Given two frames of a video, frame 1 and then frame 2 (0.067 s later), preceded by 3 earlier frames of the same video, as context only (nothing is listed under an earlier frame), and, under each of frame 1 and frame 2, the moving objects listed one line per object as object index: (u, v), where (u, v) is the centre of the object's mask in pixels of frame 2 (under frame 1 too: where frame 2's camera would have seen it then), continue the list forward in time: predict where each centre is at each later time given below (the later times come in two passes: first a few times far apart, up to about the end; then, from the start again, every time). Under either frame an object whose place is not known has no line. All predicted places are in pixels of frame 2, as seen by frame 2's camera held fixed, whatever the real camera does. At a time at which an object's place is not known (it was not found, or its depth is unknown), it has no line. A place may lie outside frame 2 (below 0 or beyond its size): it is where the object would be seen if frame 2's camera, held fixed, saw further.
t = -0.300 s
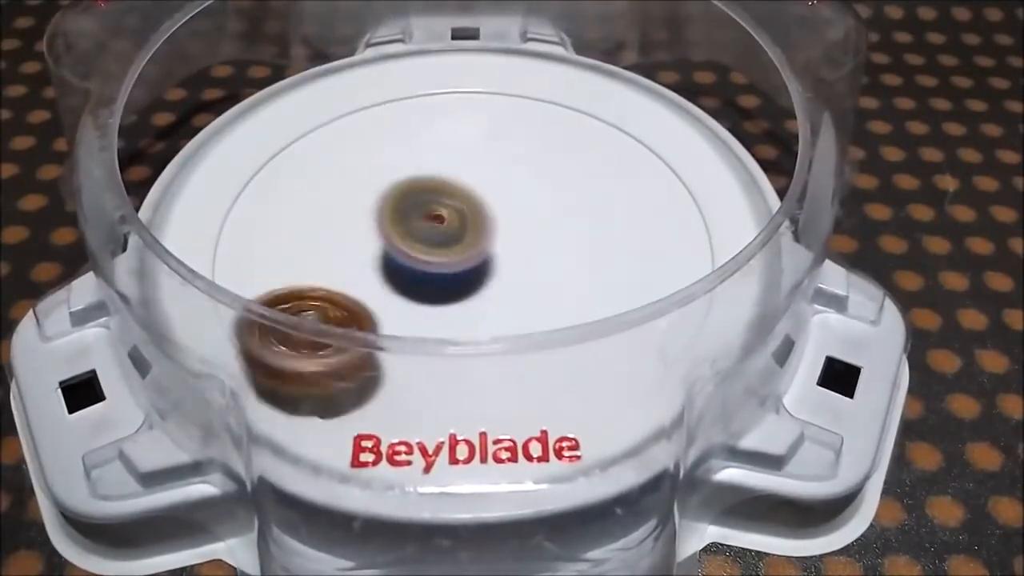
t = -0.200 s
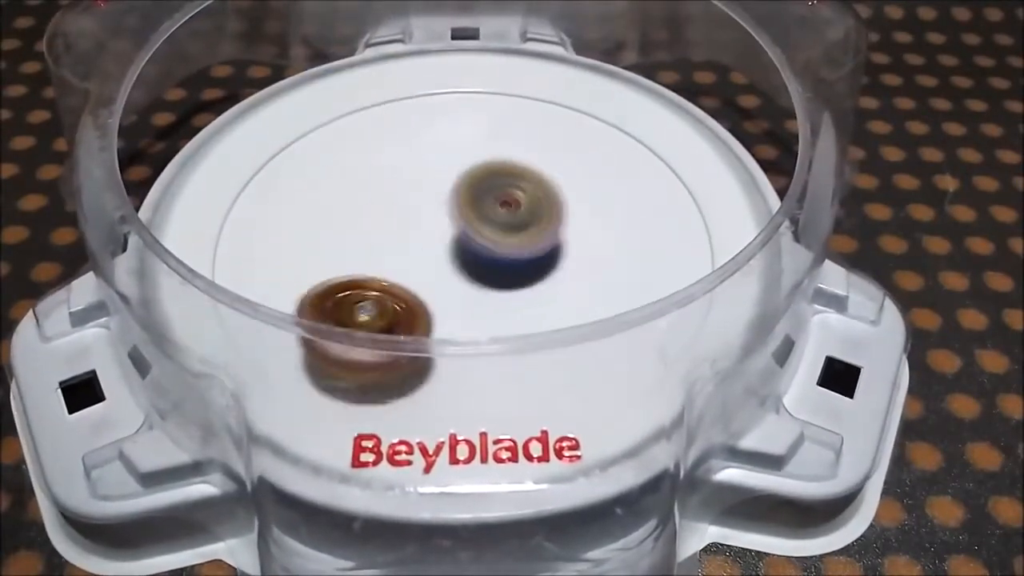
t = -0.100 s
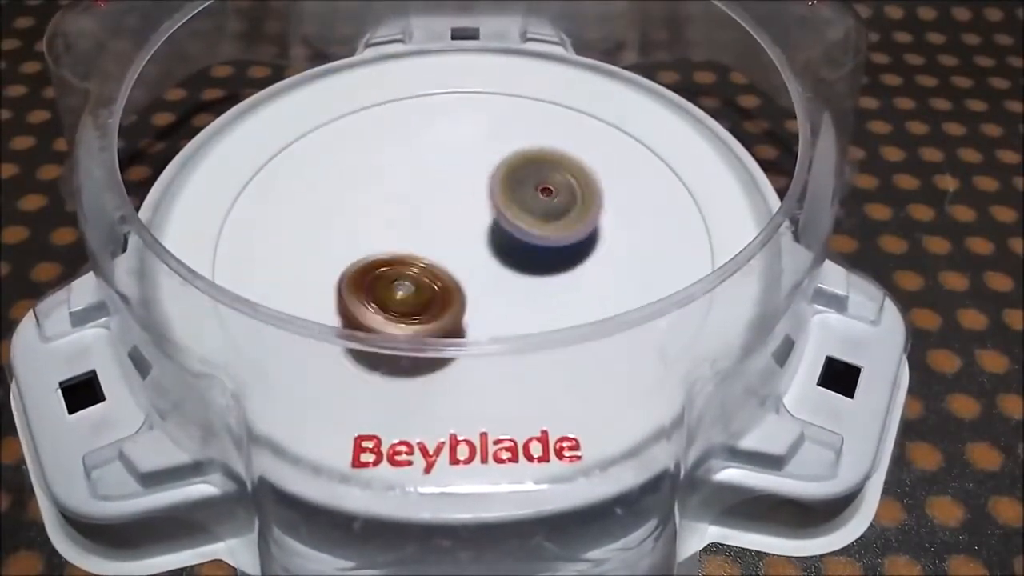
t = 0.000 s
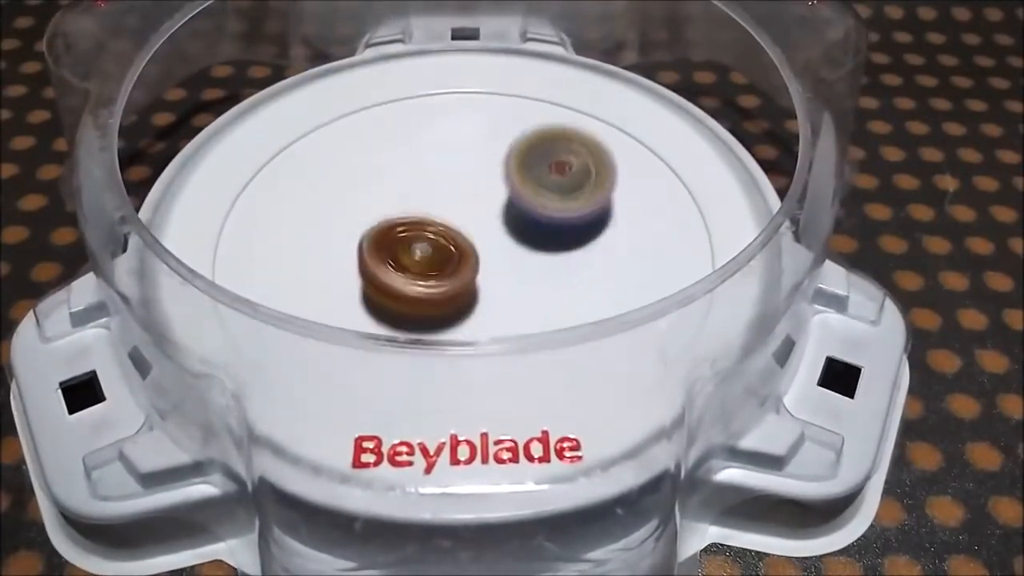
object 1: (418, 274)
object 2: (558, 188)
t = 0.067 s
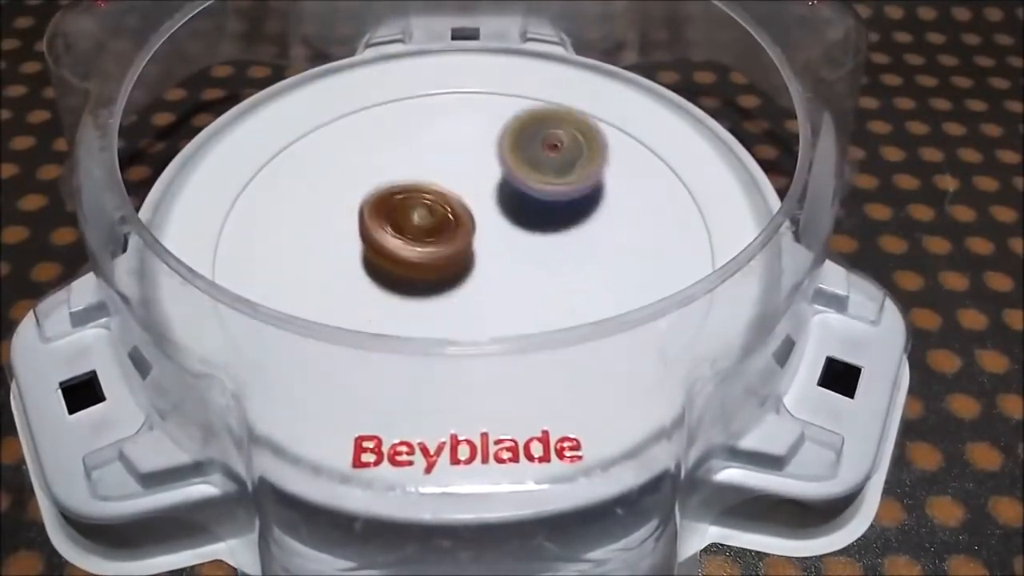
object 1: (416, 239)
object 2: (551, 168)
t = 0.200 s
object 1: (388, 183)
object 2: (517, 145)
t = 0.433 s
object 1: (329, 152)
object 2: (462, 162)
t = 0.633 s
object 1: (351, 193)
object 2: (520, 236)
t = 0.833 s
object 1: (429, 212)
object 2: (616, 227)
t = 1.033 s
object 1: (448, 180)
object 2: (635, 158)
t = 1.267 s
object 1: (401, 193)
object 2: (517, 169)
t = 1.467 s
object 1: (298, 273)
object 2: (509, 236)
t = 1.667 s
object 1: (408, 361)
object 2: (523, 288)
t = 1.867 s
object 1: (452, 339)
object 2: (571, 278)
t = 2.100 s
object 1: (418, 293)
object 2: (534, 240)
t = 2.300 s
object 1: (340, 282)
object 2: (507, 188)
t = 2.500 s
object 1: (357, 273)
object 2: (437, 197)
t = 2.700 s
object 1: (279, 303)
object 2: (495, 151)
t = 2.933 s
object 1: (345, 278)
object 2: (471, 168)
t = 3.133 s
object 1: (409, 238)
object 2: (513, 189)
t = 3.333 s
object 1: (410, 208)
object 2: (569, 188)
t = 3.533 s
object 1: (406, 200)
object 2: (551, 212)
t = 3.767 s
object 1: (423, 209)
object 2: (539, 258)
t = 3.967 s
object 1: (449, 217)
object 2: (525, 285)
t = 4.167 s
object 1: (460, 212)
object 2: (531, 290)
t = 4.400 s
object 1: (471, 207)
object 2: (453, 292)
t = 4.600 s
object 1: (480, 216)
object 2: (390, 288)
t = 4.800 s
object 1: (472, 226)
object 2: (367, 280)
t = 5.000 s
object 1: (487, 235)
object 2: (341, 269)
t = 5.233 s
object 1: (476, 244)
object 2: (339, 272)
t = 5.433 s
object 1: (497, 239)
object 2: (349, 247)
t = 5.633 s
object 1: (488, 241)
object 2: (365, 225)
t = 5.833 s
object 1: (528, 245)
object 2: (333, 193)
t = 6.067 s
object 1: (520, 242)
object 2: (395, 211)
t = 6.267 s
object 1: (525, 251)
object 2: (422, 180)
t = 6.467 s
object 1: (495, 255)
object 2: (430, 173)
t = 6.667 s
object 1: (451, 282)
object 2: (439, 159)
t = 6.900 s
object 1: (410, 282)
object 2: (457, 185)
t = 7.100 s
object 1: (397, 276)
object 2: (521, 209)
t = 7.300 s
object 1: (407, 248)
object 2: (574, 208)
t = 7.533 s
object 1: (429, 210)
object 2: (549, 230)
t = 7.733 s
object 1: (434, 192)
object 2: (569, 270)
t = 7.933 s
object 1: (461, 199)
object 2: (559, 287)
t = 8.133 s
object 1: (494, 205)
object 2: (494, 291)
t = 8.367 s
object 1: (518, 183)
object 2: (396, 338)
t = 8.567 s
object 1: (495, 214)
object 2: (358, 304)
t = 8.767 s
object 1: (490, 251)
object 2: (366, 263)
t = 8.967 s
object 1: (556, 266)
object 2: (401, 234)
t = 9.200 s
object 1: (582, 270)
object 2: (456, 231)
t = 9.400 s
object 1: (594, 305)
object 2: (477, 227)
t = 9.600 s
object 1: (545, 329)
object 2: (474, 238)
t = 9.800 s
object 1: (501, 331)
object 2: (446, 223)
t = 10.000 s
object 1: (465, 287)
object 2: (428, 197)
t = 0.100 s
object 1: (413, 230)
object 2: (548, 163)
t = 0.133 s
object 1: (407, 213)
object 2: (542, 156)
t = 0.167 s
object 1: (398, 197)
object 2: (531, 150)
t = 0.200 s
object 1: (388, 183)
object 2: (517, 145)
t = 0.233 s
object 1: (377, 172)
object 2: (506, 142)
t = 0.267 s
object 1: (364, 161)
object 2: (494, 140)
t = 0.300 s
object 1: (352, 154)
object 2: (483, 139)
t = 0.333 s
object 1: (341, 149)
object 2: (474, 140)
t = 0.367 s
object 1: (334, 148)
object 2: (467, 143)
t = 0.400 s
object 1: (331, 149)
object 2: (463, 152)
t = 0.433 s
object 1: (329, 152)
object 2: (462, 162)
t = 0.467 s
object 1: (327, 158)
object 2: (464, 174)
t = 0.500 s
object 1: (328, 166)
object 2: (470, 190)
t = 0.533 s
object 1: (332, 173)
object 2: (477, 204)
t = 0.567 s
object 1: (338, 180)
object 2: (487, 217)
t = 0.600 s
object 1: (344, 186)
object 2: (502, 228)
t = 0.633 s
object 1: (351, 193)
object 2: (520, 236)
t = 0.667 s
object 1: (360, 199)
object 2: (538, 242)
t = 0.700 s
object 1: (370, 203)
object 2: (556, 245)
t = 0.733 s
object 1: (381, 207)
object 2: (576, 245)
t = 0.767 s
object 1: (395, 210)
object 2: (593, 242)
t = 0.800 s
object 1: (411, 212)
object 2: (607, 236)
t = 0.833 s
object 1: (429, 212)
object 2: (616, 227)
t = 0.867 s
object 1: (447, 211)
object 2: (622, 217)
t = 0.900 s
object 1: (467, 208)
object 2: (622, 205)
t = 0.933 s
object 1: (487, 202)
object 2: (616, 193)
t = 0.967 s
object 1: (494, 195)
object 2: (613, 181)
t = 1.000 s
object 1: (469, 186)
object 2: (628, 168)
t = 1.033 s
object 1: (448, 180)
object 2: (635, 158)
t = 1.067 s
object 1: (432, 176)
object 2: (636, 151)
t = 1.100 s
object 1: (420, 175)
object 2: (629, 146)
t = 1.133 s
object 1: (414, 176)
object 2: (612, 143)
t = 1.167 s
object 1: (411, 179)
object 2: (590, 143)
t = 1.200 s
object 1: (410, 182)
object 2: (562, 147)
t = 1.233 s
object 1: (410, 187)
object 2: (534, 156)
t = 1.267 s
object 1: (401, 193)
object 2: (517, 169)
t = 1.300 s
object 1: (372, 199)
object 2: (514, 181)
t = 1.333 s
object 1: (343, 209)
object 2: (513, 192)
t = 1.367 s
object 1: (320, 224)
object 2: (511, 203)
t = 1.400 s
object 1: (305, 243)
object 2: (510, 215)
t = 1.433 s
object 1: (297, 261)
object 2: (510, 227)
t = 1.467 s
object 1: (298, 273)
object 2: (509, 236)
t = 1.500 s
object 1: (300, 301)
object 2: (511, 247)
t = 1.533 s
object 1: (313, 320)
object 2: (511, 261)
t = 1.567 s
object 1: (323, 346)
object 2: (514, 274)
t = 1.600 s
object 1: (352, 351)
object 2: (516, 281)
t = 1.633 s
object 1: (378, 359)
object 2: (517, 286)
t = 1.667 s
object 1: (408, 361)
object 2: (523, 288)
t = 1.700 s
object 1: (418, 363)
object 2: (534, 288)
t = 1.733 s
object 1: (424, 366)
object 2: (547, 287)
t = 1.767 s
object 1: (433, 363)
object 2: (557, 286)
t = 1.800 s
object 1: (441, 358)
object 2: (565, 284)
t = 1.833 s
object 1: (447, 357)
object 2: (569, 281)
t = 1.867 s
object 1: (452, 339)
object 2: (571, 278)
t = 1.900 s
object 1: (454, 334)
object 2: (569, 276)
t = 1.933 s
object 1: (450, 323)
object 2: (565, 272)
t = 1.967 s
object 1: (448, 320)
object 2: (563, 270)
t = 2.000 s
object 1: (445, 313)
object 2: (555, 265)
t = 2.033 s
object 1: (431, 298)
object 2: (545, 254)
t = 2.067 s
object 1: (423, 296)
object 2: (541, 247)
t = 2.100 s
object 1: (418, 293)
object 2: (534, 240)
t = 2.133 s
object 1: (417, 290)
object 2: (527, 237)
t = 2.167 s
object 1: (418, 287)
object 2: (514, 232)
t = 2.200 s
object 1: (400, 286)
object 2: (509, 223)
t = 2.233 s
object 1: (373, 286)
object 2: (513, 209)
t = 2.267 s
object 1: (352, 284)
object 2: (512, 196)
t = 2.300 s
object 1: (340, 282)
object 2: (507, 188)
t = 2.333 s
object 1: (335, 281)
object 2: (499, 183)
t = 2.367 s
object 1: (336, 281)
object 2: (489, 181)
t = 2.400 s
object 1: (341, 280)
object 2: (477, 184)
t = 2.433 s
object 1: (347, 279)
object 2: (461, 189)
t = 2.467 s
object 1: (353, 277)
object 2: (447, 195)
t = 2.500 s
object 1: (357, 273)
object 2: (437, 197)
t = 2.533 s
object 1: (348, 274)
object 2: (433, 196)
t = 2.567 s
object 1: (319, 278)
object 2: (451, 183)
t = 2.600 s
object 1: (293, 294)
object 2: (468, 172)
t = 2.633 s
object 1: (279, 301)
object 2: (481, 163)
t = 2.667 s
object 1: (275, 304)
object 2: (489, 155)
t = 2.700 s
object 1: (279, 303)
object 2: (495, 151)
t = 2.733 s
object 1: (286, 300)
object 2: (497, 151)
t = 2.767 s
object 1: (295, 297)
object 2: (495, 154)
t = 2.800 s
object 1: (304, 294)
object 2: (489, 157)
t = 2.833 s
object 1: (316, 280)
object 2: (484, 160)
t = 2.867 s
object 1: (325, 279)
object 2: (480, 163)
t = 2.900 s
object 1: (335, 278)
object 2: (474, 166)
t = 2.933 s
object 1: (345, 278)
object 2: (471, 168)
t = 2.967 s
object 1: (355, 277)
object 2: (471, 170)
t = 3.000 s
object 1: (367, 274)
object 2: (475, 172)
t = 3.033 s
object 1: (380, 268)
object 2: (482, 177)
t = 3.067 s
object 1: (393, 258)
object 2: (489, 183)
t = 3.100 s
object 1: (405, 247)
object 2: (499, 186)
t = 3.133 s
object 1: (409, 238)
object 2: (513, 189)
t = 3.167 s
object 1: (404, 231)
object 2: (537, 188)
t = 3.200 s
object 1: (402, 223)
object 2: (555, 186)
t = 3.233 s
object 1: (402, 218)
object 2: (566, 185)
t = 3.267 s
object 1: (404, 214)
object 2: (572, 184)
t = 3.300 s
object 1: (406, 211)
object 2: (573, 186)
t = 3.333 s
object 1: (410, 208)
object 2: (569, 188)
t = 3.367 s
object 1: (414, 206)
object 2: (561, 190)
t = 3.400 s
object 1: (418, 204)
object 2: (551, 191)
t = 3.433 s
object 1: (423, 203)
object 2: (540, 192)
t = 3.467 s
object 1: (415, 200)
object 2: (543, 195)
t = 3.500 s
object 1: (409, 200)
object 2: (548, 203)
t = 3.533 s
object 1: (406, 200)
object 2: (551, 212)
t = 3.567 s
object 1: (406, 200)
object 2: (552, 220)
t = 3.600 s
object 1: (408, 201)
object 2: (551, 227)
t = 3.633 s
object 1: (410, 203)
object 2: (549, 233)
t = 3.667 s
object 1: (413, 204)
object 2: (545, 238)
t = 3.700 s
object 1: (416, 205)
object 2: (543, 242)
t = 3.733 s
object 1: (420, 207)
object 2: (542, 249)
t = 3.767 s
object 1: (423, 209)
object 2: (539, 258)
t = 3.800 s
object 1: (427, 211)
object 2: (537, 267)
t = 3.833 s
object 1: (430, 213)
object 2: (534, 273)
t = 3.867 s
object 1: (434, 214)
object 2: (531, 278)
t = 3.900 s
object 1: (438, 216)
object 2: (528, 281)
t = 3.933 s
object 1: (444, 217)
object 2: (526, 283)
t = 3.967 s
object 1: (449, 217)
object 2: (525, 285)
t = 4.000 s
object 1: (453, 215)
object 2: (527, 287)
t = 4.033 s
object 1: (456, 214)
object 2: (529, 287)
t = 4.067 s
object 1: (458, 213)
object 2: (528, 289)
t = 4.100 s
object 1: (459, 213)
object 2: (530, 289)
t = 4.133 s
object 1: (460, 212)
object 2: (529, 291)
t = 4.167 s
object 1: (460, 212)
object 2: (531, 290)
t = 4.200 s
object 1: (460, 212)
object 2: (530, 290)
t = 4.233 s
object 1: (461, 212)
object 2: (527, 290)
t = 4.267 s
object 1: (461, 211)
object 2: (520, 291)
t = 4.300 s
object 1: (462, 209)
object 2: (506, 291)
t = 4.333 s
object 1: (464, 207)
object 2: (489, 292)
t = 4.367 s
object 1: (468, 206)
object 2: (470, 292)
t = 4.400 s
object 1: (471, 207)
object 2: (453, 292)
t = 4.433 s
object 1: (473, 208)
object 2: (442, 292)
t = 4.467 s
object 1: (475, 209)
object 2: (433, 290)
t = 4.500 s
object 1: (478, 211)
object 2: (424, 289)
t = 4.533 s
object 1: (480, 212)
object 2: (412, 289)
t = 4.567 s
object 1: (480, 214)
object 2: (399, 289)
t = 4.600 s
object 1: (480, 216)
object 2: (390, 288)
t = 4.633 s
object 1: (479, 218)
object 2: (383, 288)
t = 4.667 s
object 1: (478, 220)
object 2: (377, 286)
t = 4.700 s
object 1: (477, 222)
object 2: (373, 285)
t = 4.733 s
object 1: (475, 223)
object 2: (369, 283)
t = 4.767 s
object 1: (473, 225)
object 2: (367, 282)
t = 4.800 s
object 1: (472, 226)
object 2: (367, 280)
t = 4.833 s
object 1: (471, 227)
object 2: (368, 278)
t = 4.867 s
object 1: (471, 228)
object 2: (370, 276)
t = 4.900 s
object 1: (473, 228)
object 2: (370, 273)
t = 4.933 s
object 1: (479, 228)
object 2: (359, 272)
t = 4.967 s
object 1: (485, 231)
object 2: (349, 271)
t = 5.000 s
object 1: (487, 235)
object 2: (341, 269)
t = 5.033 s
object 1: (487, 236)
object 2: (337, 269)
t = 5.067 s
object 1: (486, 239)
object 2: (324, 268)
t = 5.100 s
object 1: (484, 241)
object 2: (321, 269)
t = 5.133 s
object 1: (483, 241)
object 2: (320, 269)
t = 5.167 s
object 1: (481, 242)
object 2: (321, 270)
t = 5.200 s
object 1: (479, 243)
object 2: (326, 271)
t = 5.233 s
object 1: (476, 244)
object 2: (339, 272)
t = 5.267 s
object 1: (474, 244)
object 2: (351, 271)
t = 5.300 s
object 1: (476, 244)
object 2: (360, 268)
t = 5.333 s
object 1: (485, 241)
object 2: (358, 264)
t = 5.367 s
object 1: (491, 240)
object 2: (356, 259)
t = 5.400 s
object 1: (495, 239)
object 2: (352, 253)
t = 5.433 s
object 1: (497, 239)
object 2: (349, 247)
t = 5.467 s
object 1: (497, 239)
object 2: (347, 241)
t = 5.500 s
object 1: (496, 240)
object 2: (348, 237)
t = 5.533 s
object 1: (495, 241)
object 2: (350, 235)
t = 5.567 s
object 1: (493, 241)
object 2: (353, 232)
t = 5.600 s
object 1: (491, 241)
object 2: (359, 229)
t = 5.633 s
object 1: (488, 241)
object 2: (365, 225)
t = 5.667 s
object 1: (494, 242)
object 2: (366, 219)
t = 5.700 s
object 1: (508, 246)
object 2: (359, 211)
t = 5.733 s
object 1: (517, 246)
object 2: (351, 203)
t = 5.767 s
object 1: (522, 246)
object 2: (343, 197)
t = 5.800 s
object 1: (526, 246)
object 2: (336, 193)
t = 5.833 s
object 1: (528, 245)
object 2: (333, 193)
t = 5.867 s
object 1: (529, 246)
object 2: (333, 195)
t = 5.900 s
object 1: (528, 245)
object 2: (336, 196)
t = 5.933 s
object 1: (527, 245)
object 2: (343, 200)
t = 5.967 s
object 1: (526, 244)
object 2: (351, 203)
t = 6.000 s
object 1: (524, 243)
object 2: (364, 207)
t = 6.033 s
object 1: (522, 243)
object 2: (380, 210)
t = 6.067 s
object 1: (520, 242)
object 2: (395, 211)
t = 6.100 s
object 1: (519, 243)
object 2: (408, 209)
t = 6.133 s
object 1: (527, 245)
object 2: (413, 204)
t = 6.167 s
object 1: (530, 247)
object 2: (416, 198)
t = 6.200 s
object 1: (530, 249)
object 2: (418, 190)
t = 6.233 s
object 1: (528, 250)
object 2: (420, 185)
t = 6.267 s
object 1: (525, 251)
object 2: (422, 180)
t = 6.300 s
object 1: (523, 251)
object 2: (423, 176)
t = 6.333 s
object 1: (520, 252)
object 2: (425, 174)
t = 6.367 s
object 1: (515, 252)
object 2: (425, 173)
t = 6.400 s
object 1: (509, 253)
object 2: (425, 173)
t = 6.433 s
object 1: (502, 254)
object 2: (427, 173)
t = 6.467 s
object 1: (495, 255)
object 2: (430, 173)
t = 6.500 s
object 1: (486, 258)
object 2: (434, 173)
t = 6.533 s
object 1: (480, 267)
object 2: (438, 169)
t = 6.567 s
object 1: (473, 273)
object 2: (439, 167)
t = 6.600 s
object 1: (466, 277)
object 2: (440, 163)
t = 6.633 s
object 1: (460, 280)
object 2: (440, 160)
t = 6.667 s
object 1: (451, 282)
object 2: (439, 159)
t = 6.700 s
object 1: (444, 284)
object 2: (439, 159)
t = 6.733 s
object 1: (437, 285)
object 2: (439, 161)
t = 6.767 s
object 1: (431, 285)
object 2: (440, 164)
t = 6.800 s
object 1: (424, 285)
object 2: (440, 168)
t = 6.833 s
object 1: (419, 284)
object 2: (444, 173)
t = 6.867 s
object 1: (414, 284)
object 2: (449, 179)
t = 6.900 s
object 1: (410, 282)
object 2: (457, 185)
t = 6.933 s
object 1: (408, 280)
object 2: (464, 192)
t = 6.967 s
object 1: (406, 279)
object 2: (475, 200)
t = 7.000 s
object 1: (399, 279)
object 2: (488, 206)
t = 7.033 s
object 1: (396, 279)
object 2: (499, 208)
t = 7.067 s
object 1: (396, 277)
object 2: (509, 208)
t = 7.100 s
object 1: (397, 276)
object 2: (521, 209)
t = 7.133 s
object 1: (398, 272)
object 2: (533, 210)
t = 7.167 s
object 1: (400, 268)
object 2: (545, 210)
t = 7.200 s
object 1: (401, 264)
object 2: (555, 209)
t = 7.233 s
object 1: (403, 259)
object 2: (564, 208)
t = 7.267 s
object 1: (405, 254)
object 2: (569, 208)
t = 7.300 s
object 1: (407, 248)
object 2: (574, 208)
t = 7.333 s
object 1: (410, 243)
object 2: (575, 208)
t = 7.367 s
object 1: (414, 237)
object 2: (573, 208)
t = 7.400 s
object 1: (418, 232)
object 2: (570, 210)
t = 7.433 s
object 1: (422, 226)
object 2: (564, 212)
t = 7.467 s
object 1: (427, 222)
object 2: (557, 216)
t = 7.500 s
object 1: (432, 217)
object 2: (549, 221)
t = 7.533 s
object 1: (429, 210)
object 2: (549, 230)
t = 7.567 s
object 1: (423, 204)
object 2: (554, 237)
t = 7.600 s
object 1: (423, 200)
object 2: (558, 244)
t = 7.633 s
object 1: (424, 197)
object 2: (561, 252)
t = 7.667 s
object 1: (427, 195)
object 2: (565, 258)
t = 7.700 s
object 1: (430, 193)
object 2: (567, 265)
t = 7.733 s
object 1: (434, 192)
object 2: (569, 270)
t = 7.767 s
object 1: (437, 193)
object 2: (570, 274)
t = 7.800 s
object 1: (441, 193)
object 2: (570, 278)
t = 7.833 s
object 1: (446, 194)
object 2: (570, 281)
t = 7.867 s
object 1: (450, 195)
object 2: (568, 283)
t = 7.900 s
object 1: (456, 196)
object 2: (564, 286)
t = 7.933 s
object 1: (461, 199)
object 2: (559, 287)
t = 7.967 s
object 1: (466, 201)
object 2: (551, 288)
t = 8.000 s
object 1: (472, 203)
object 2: (544, 288)
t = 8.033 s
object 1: (477, 204)
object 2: (533, 290)
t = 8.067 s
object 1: (481, 203)
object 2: (520, 290)
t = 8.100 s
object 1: (488, 203)
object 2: (507, 290)
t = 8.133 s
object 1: (494, 205)
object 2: (494, 291)
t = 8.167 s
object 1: (507, 202)
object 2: (471, 301)
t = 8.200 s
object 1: (517, 191)
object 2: (454, 305)
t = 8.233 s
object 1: (522, 183)
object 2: (444, 310)
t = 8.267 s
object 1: (525, 180)
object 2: (434, 313)
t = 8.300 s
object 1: (525, 180)
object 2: (421, 338)
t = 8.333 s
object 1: (522, 181)
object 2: (413, 340)
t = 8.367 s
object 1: (518, 183)
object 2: (396, 338)
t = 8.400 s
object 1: (517, 183)
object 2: (390, 337)
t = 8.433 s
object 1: (514, 186)
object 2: (382, 333)
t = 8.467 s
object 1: (509, 194)
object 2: (370, 326)
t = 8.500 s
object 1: (505, 200)
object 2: (366, 320)
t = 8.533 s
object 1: (501, 207)
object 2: (360, 312)
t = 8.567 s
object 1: (495, 214)
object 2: (358, 304)
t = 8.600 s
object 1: (489, 222)
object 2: (359, 286)
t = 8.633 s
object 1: (483, 230)
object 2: (361, 282)
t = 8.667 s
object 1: (478, 238)
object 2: (365, 279)
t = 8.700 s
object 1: (476, 244)
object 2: (365, 274)
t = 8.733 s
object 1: (484, 248)
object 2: (362, 269)
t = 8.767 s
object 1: (490, 251)
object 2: (366, 263)
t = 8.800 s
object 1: (494, 253)
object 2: (371, 257)
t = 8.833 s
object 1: (511, 257)
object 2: (371, 250)
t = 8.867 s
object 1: (523, 259)
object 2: (378, 242)
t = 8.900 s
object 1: (534, 262)
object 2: (387, 239)
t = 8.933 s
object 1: (546, 265)
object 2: (396, 236)
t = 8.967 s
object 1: (556, 266)
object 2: (401, 234)
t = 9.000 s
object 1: (565, 268)
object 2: (409, 233)
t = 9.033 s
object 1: (570, 268)
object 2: (416, 232)
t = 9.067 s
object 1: (575, 268)
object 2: (425, 233)
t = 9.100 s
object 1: (576, 268)
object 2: (434, 233)
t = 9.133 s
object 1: (574, 269)
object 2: (443, 234)
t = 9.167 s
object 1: (571, 269)
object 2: (454, 236)
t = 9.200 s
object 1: (582, 270)
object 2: (456, 231)
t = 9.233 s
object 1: (591, 274)
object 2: (454, 223)
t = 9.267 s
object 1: (594, 277)
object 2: (456, 218)
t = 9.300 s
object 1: (596, 280)
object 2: (463, 218)
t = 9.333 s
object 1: (598, 282)
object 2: (470, 220)
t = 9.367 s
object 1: (598, 300)
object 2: (475, 224)
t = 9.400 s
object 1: (594, 305)
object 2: (477, 227)
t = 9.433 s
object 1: (588, 309)
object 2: (479, 230)
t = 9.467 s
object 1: (581, 312)
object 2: (481, 233)
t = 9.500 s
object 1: (570, 314)
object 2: (483, 238)
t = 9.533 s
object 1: (560, 315)
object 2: (482, 241)
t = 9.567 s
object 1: (551, 314)
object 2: (479, 243)
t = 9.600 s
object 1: (545, 329)
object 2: (474, 238)
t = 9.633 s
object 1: (535, 333)
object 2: (467, 231)
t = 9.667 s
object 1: (525, 333)
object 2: (464, 229)
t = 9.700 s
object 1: (523, 334)
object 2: (465, 229)
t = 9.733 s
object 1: (516, 334)
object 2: (461, 228)
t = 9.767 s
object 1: (510, 335)
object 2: (455, 227)
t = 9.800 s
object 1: (501, 331)
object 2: (446, 223)
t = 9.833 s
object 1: (494, 323)
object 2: (442, 219)
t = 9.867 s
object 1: (491, 315)
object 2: (438, 215)
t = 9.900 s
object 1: (484, 301)
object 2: (436, 211)
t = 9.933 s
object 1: (478, 297)
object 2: (432, 207)
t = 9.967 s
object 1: (471, 293)
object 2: (428, 201)
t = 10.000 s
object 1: (465, 287)
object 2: (428, 197)
